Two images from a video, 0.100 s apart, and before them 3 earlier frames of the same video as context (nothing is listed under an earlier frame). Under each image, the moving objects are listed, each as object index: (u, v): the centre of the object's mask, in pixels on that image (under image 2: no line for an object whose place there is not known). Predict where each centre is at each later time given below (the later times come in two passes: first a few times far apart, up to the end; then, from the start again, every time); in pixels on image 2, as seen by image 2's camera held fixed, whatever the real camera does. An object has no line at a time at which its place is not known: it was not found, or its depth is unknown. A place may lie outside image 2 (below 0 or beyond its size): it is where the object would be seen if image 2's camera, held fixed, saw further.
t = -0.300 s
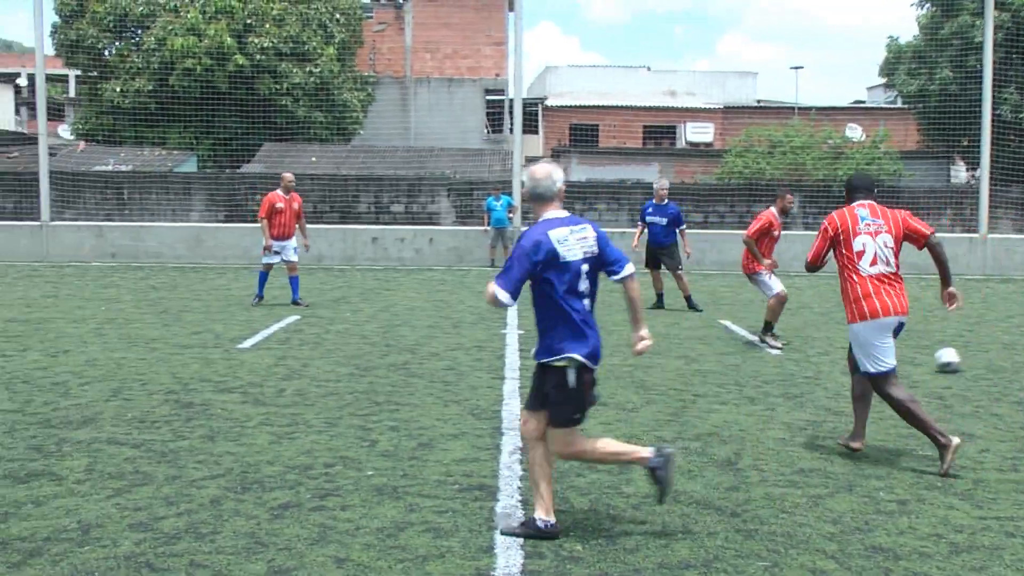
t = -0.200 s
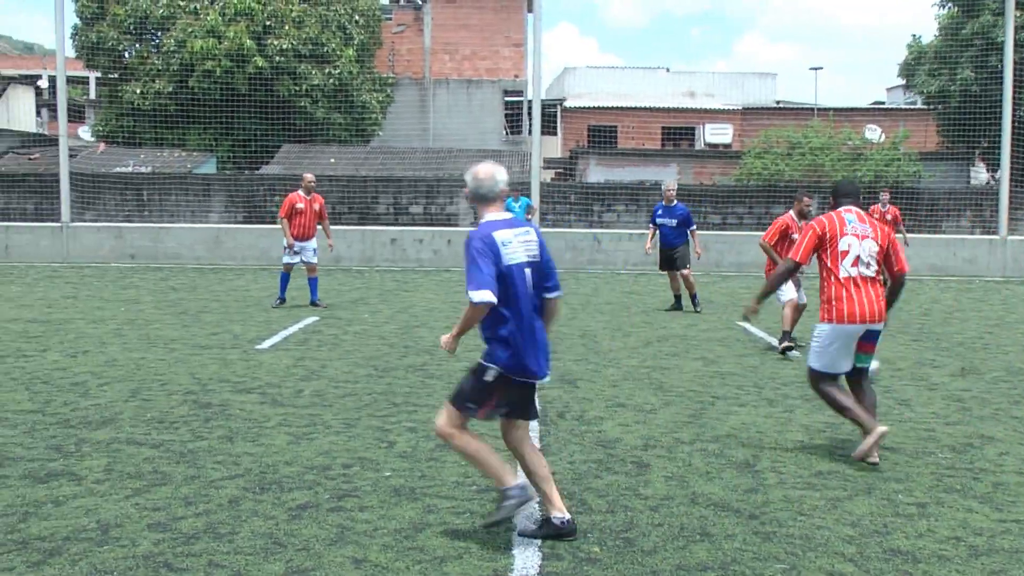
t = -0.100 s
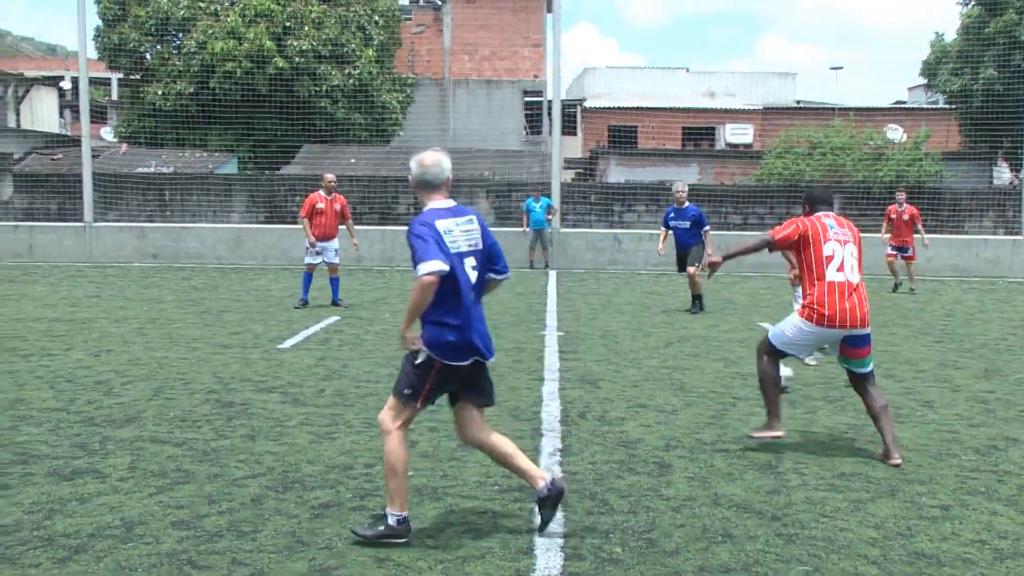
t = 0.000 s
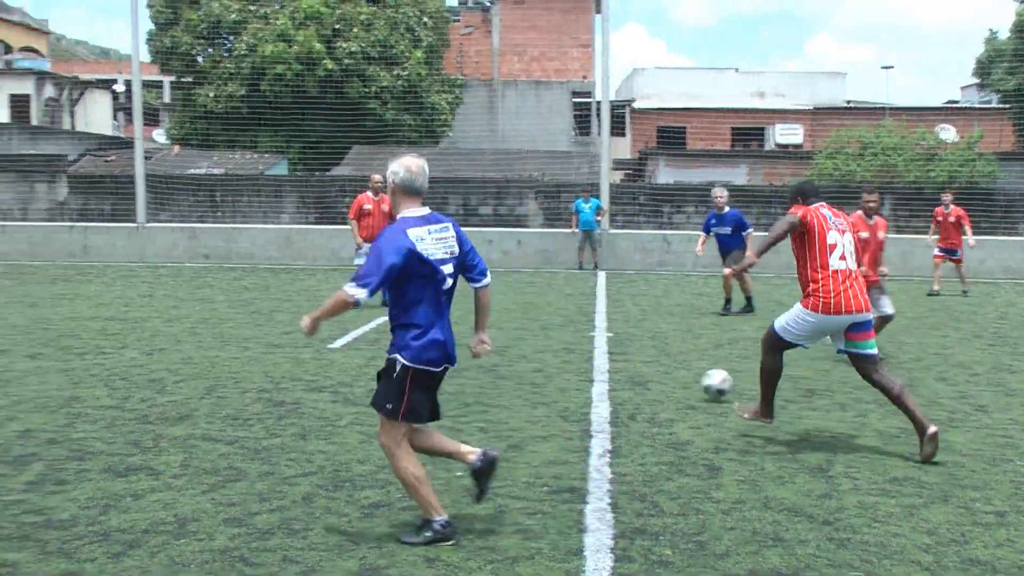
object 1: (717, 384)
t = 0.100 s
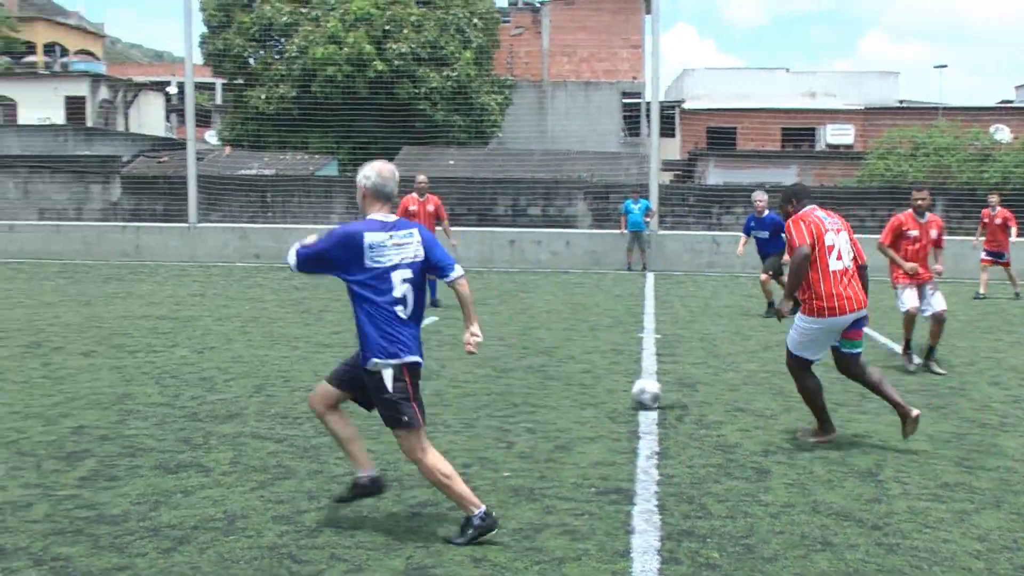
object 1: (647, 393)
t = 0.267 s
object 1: (453, 404)
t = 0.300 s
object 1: (418, 404)
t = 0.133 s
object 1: (609, 391)
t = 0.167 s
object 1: (571, 392)
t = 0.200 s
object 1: (532, 395)
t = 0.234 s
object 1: (493, 399)
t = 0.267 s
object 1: (453, 404)
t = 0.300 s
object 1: (418, 404)
